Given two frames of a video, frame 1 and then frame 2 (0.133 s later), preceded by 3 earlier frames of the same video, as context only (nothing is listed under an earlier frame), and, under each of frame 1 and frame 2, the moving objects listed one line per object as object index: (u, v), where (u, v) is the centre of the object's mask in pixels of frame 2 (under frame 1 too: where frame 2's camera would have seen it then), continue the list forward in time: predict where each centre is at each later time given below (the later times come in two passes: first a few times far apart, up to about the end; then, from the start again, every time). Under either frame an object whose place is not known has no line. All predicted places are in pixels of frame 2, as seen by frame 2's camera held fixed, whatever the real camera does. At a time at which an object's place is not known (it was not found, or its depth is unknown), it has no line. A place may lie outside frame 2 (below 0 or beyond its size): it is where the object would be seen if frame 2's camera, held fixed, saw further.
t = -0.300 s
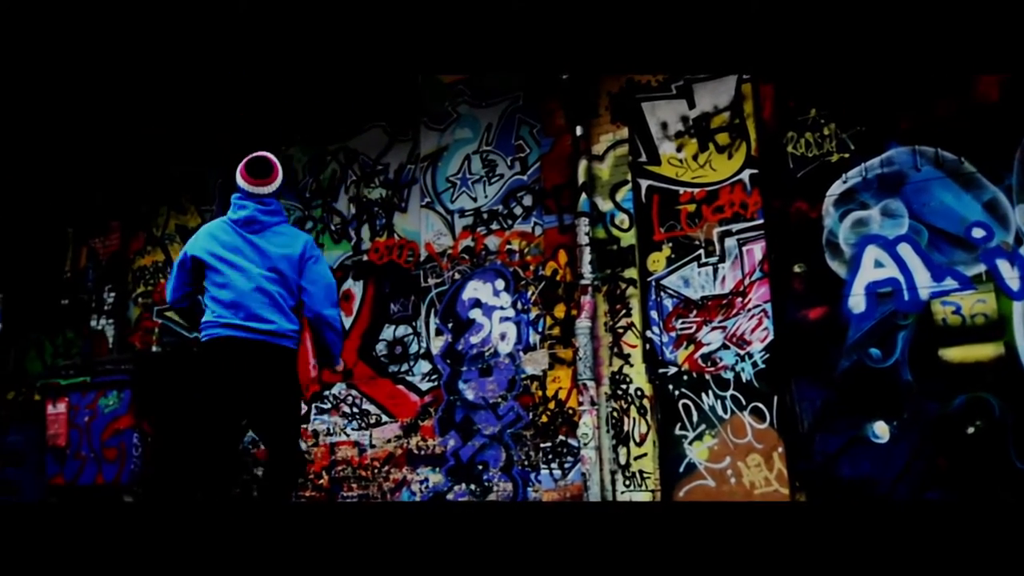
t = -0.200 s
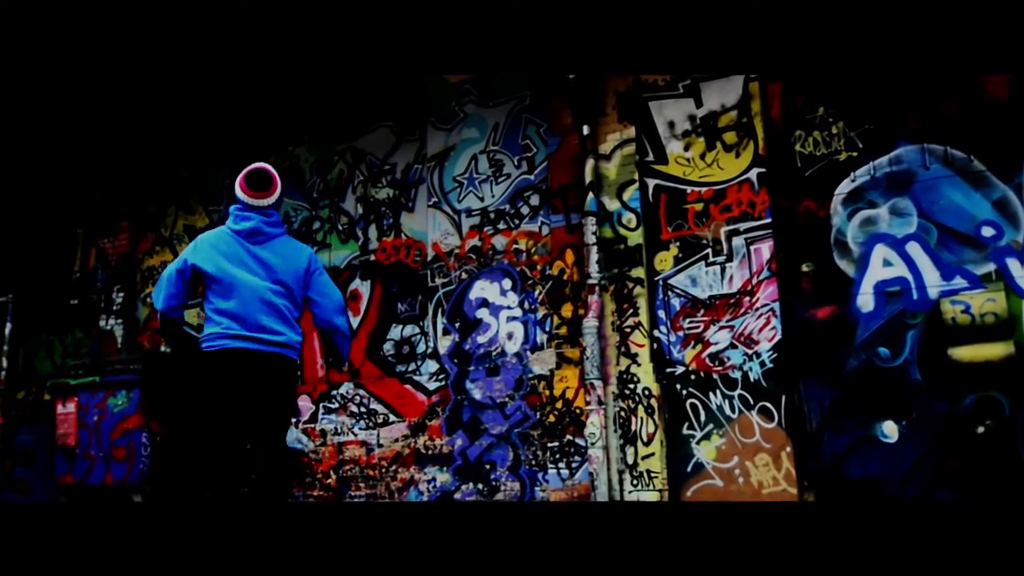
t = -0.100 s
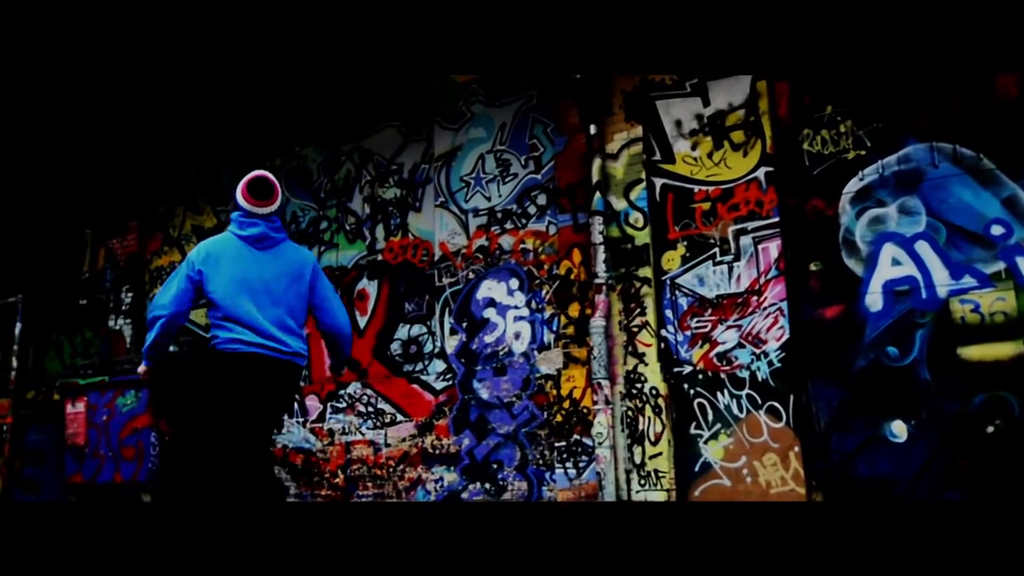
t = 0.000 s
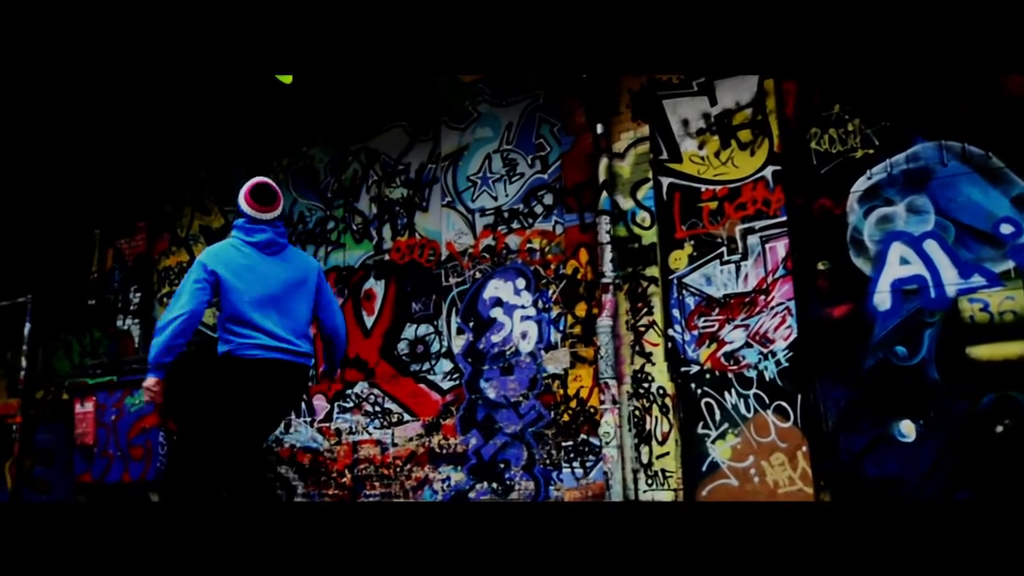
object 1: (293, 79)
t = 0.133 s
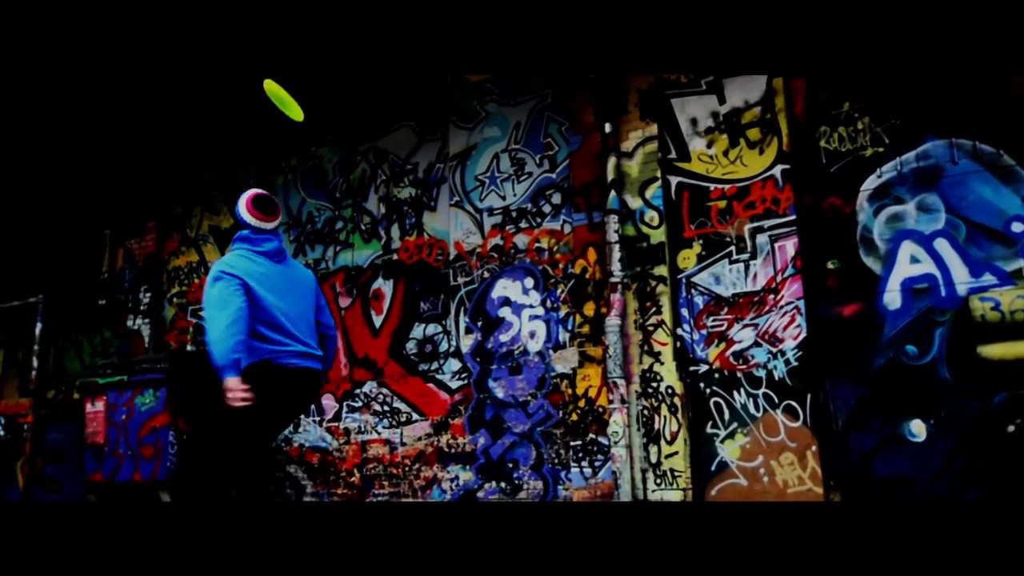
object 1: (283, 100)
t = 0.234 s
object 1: (285, 134)
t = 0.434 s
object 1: (294, 210)
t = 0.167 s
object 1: (284, 111)
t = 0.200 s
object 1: (284, 123)
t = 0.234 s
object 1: (285, 134)
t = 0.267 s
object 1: (286, 147)
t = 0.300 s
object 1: (288, 159)
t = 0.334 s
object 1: (289, 172)
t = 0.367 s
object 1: (291, 184)
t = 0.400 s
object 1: (292, 197)
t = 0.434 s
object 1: (294, 210)
